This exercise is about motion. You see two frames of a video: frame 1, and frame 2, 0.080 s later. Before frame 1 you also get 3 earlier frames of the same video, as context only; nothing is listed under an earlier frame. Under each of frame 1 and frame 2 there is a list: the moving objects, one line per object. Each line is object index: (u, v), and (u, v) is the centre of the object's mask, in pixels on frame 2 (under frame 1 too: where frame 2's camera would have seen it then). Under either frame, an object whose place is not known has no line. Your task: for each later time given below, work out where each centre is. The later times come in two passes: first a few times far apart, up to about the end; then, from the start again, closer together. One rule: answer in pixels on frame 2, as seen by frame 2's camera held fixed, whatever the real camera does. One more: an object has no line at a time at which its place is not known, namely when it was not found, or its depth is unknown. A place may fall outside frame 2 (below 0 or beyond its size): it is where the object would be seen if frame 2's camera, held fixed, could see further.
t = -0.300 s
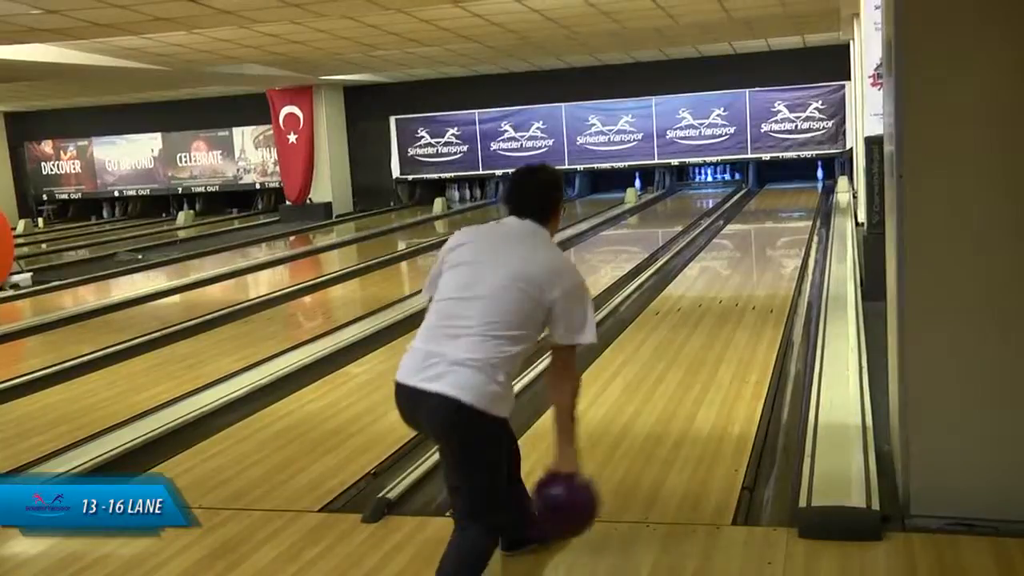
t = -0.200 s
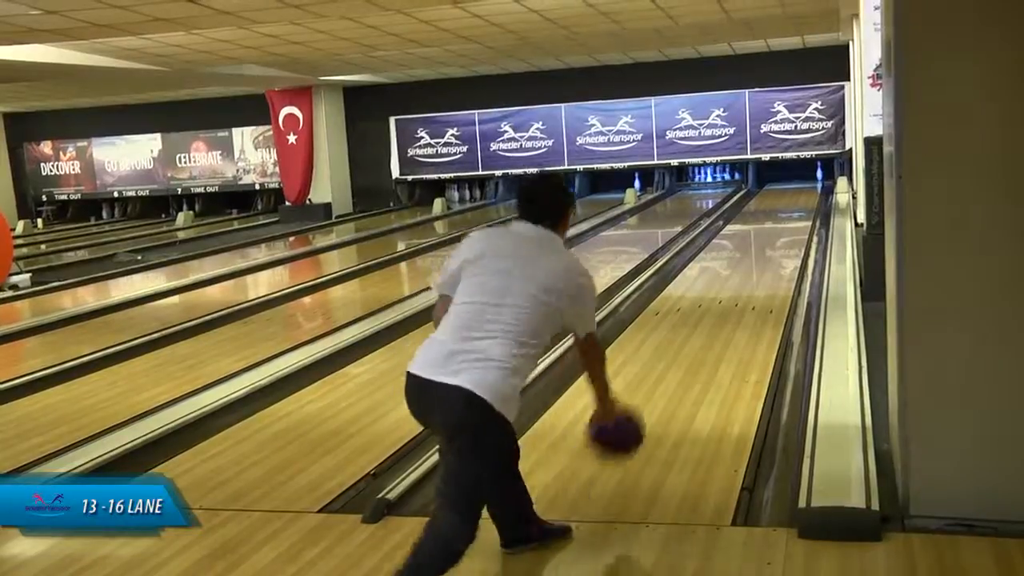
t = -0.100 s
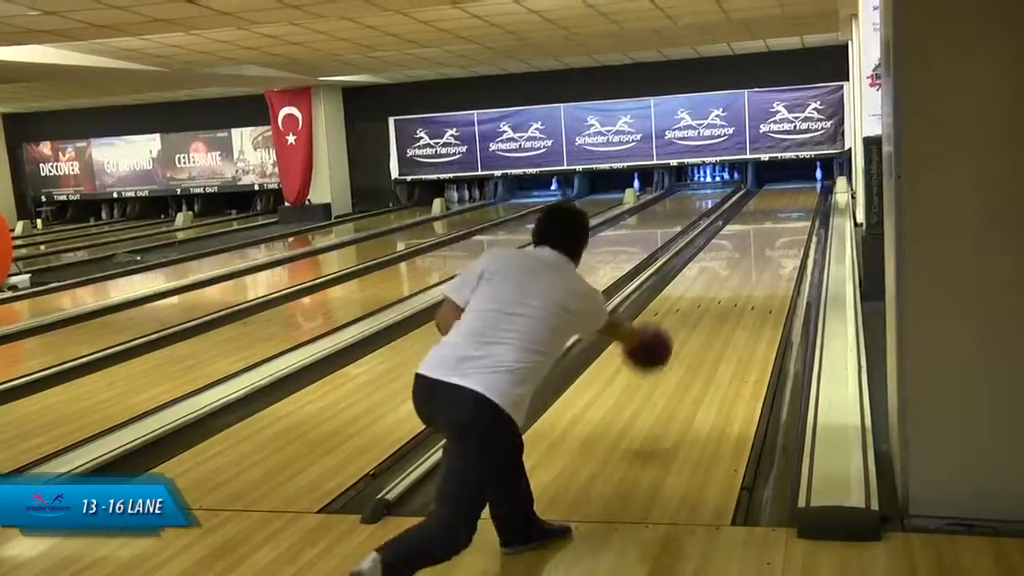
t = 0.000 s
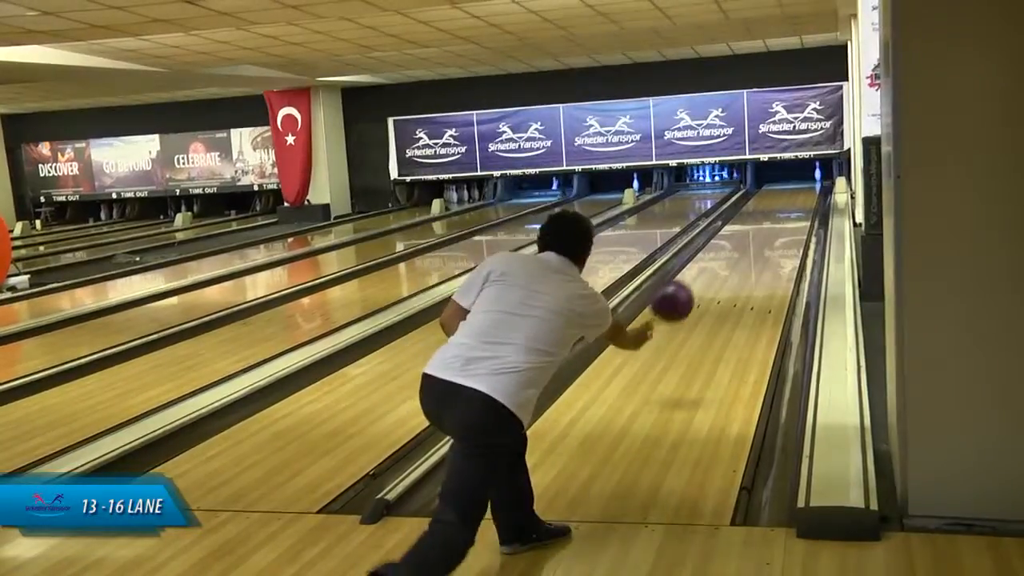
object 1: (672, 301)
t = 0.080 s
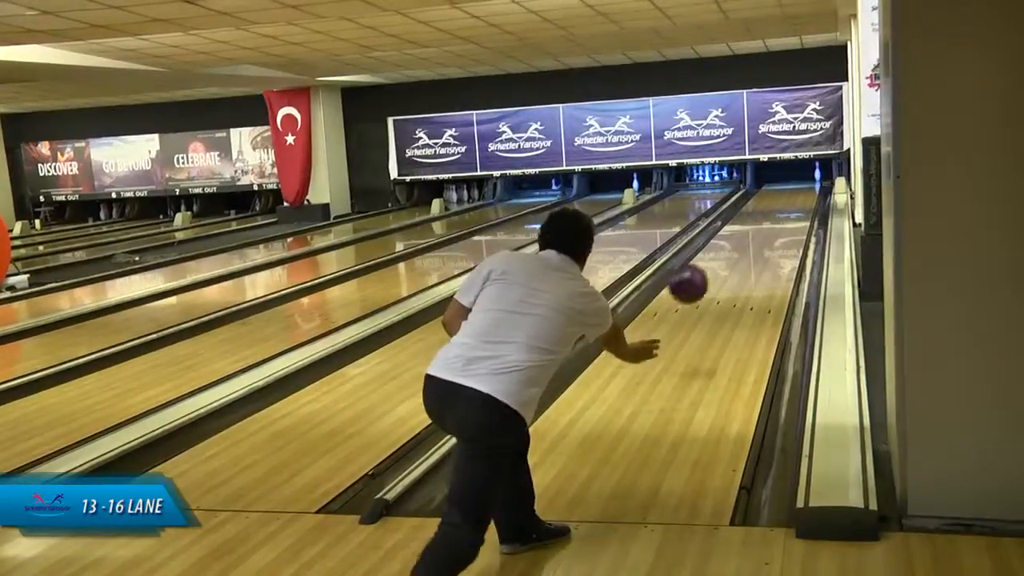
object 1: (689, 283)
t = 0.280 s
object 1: (720, 293)
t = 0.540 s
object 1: (749, 274)
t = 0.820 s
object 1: (774, 234)
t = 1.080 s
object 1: (788, 212)
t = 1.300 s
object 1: (795, 200)
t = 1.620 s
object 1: (804, 186)
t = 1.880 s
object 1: (807, 180)
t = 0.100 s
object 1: (692, 281)
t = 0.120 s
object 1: (695, 280)
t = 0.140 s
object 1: (699, 279)
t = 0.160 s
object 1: (702, 279)
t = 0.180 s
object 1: (705, 280)
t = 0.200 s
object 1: (709, 281)
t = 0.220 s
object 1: (711, 283)
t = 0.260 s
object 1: (718, 289)
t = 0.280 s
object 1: (720, 293)
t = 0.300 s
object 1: (723, 296)
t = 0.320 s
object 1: (726, 301)
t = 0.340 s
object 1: (729, 305)
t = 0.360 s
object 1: (731, 302)
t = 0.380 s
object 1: (733, 297)
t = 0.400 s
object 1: (735, 293)
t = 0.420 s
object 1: (737, 290)
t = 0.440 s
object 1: (739, 288)
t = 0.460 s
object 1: (741, 286)
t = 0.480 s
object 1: (742, 285)
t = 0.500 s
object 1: (744, 282)
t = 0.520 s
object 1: (746, 279)
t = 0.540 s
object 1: (749, 274)
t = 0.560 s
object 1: (750, 272)
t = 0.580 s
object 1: (753, 267)
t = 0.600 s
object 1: (755, 265)
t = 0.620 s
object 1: (757, 261)
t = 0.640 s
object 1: (759, 257)
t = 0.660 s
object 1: (761, 255)
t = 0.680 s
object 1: (763, 252)
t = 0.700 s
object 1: (764, 250)
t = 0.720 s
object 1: (766, 247)
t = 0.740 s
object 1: (768, 243)
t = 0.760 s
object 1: (769, 242)
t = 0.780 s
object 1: (771, 238)
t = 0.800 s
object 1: (772, 237)
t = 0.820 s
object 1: (774, 234)
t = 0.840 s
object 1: (776, 231)
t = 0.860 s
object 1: (776, 230)
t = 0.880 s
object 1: (778, 228)
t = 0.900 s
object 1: (778, 227)
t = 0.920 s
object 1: (780, 224)
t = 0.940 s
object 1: (781, 222)
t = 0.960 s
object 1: (782, 221)
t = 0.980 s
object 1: (783, 220)
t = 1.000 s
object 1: (784, 218)
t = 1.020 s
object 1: (785, 216)
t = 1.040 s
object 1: (786, 214)
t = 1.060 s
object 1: (786, 214)
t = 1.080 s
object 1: (788, 212)
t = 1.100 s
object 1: (788, 212)
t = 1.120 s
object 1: (789, 209)
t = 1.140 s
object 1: (790, 208)
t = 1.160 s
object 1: (791, 207)
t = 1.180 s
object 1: (792, 206)
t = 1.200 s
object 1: (792, 205)
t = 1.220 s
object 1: (793, 204)
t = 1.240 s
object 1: (794, 201)
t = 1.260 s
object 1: (794, 201)
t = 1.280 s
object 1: (795, 200)
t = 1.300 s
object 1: (795, 200)
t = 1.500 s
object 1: (800, 191)
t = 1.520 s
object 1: (801, 191)
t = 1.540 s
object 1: (802, 189)
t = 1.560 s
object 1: (803, 188)
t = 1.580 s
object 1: (803, 187)
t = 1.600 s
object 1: (804, 187)
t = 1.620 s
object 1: (804, 186)
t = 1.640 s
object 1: (805, 185)
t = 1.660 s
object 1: (805, 184)
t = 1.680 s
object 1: (806, 182)
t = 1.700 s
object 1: (806, 182)
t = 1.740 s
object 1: (807, 181)
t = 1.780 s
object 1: (806, 182)
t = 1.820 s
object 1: (807, 181)
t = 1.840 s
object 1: (807, 180)
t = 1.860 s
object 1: (807, 180)
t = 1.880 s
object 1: (807, 180)
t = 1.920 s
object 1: (808, 179)
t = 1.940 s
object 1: (807, 179)
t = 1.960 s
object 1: (807, 179)
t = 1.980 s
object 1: (808, 179)
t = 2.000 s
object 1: (809, 179)
